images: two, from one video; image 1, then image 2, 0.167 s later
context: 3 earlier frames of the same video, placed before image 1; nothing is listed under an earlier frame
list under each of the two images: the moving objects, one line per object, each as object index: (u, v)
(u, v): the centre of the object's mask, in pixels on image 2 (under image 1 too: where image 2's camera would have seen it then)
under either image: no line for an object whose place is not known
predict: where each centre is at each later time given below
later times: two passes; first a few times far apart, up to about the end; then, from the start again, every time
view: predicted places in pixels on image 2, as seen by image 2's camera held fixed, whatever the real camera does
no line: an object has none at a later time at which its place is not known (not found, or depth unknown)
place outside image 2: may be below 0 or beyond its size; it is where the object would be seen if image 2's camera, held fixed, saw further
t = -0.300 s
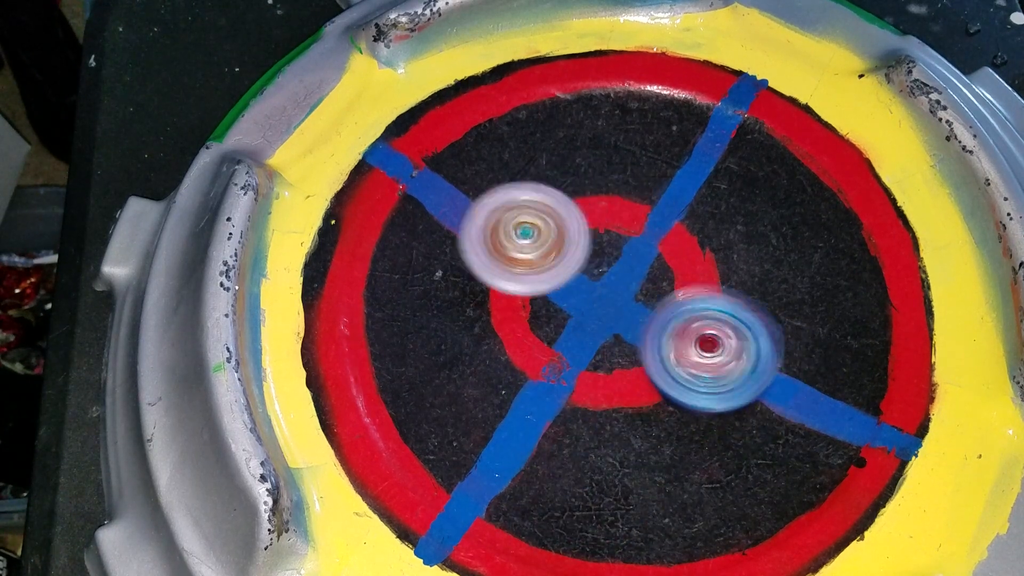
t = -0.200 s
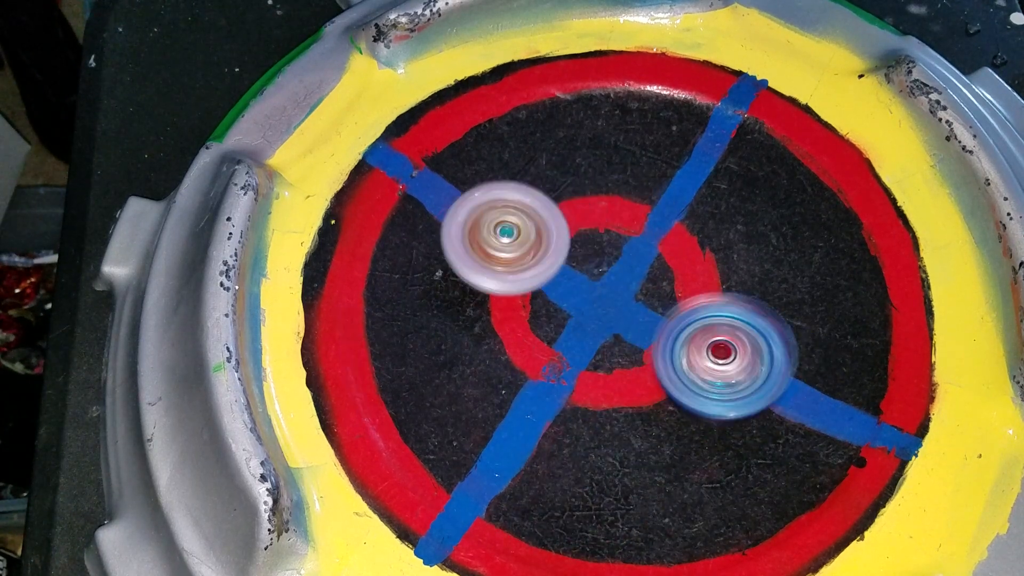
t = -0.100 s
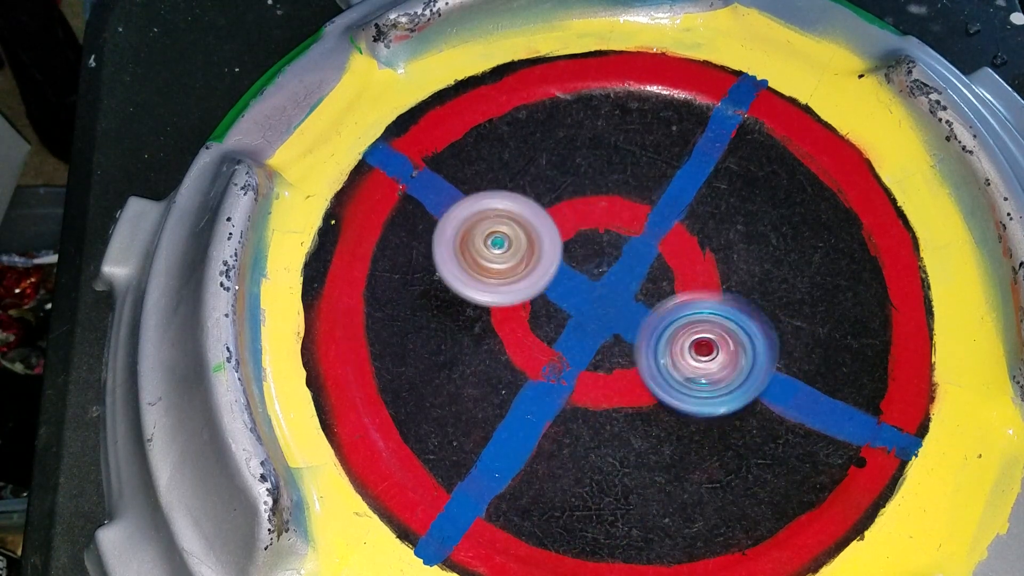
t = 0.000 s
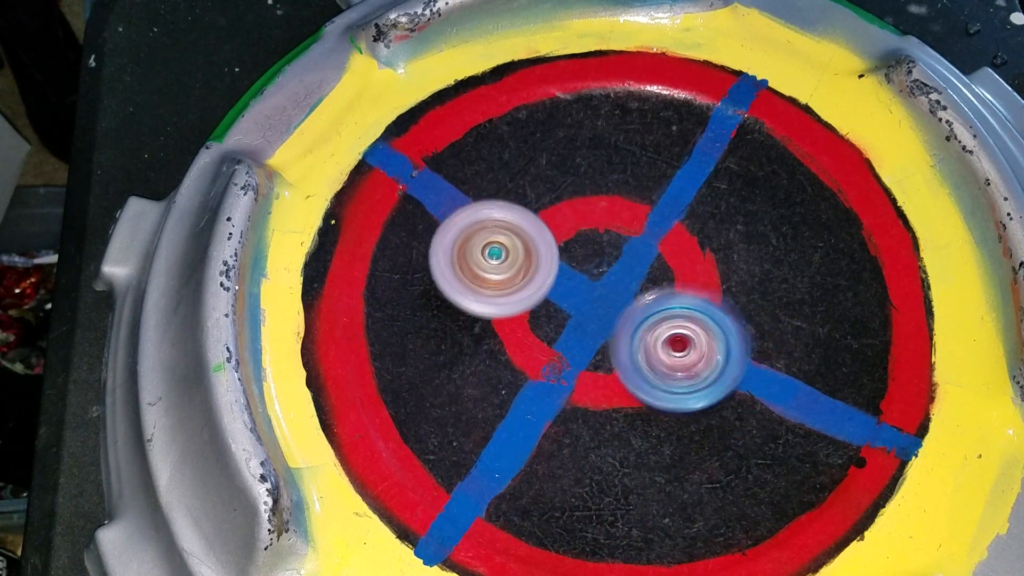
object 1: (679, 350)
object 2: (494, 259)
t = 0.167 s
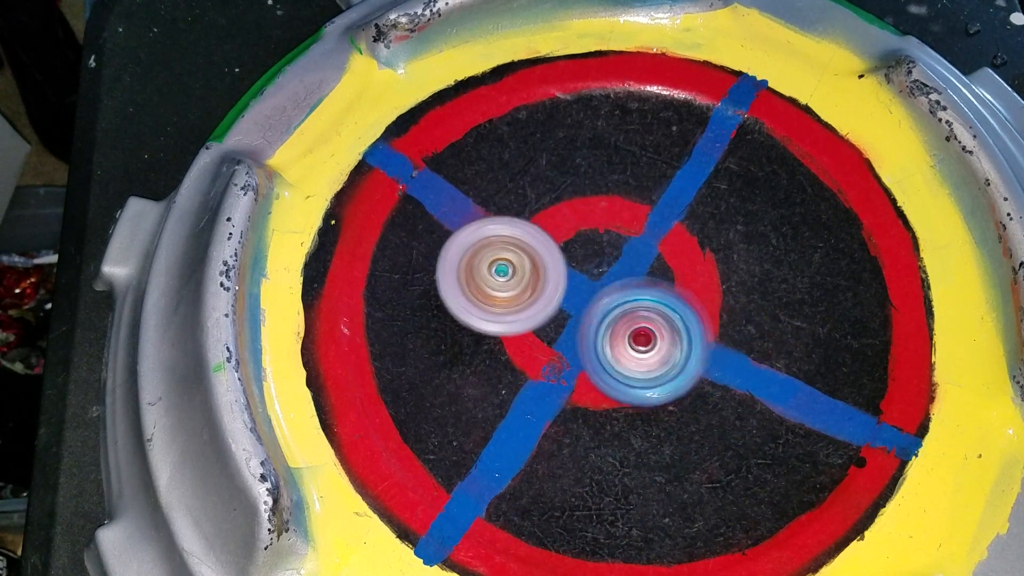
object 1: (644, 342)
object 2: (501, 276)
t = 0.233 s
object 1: (629, 340)
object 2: (507, 285)
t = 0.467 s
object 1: (634, 348)
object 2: (502, 299)
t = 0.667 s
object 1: (640, 361)
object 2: (512, 310)
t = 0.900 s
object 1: (676, 361)
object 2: (529, 316)
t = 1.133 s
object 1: (691, 339)
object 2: (549, 308)
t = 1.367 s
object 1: (719, 317)
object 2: (548, 295)
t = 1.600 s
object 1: (719, 292)
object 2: (534, 288)
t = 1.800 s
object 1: (677, 284)
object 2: (535, 290)
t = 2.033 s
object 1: (656, 278)
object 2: (520, 292)
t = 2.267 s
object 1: (664, 285)
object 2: (510, 289)
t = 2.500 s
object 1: (670, 287)
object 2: (521, 290)
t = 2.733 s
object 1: (678, 279)
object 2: (528, 292)
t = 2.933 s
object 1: (722, 276)
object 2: (509, 308)
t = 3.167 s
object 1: (706, 279)
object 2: (520, 332)
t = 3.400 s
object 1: (659, 283)
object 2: (528, 353)
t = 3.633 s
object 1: (636, 281)
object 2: (539, 372)
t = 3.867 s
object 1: (643, 268)
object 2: (548, 392)
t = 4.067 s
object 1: (622, 268)
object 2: (561, 403)
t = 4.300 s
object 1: (617, 274)
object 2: (586, 398)
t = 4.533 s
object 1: (622, 249)
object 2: (601, 408)
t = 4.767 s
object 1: (614, 258)
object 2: (624, 400)
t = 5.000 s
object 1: (609, 230)
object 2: (641, 413)
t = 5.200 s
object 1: (602, 262)
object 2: (651, 400)
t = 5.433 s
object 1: (582, 282)
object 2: (668, 395)
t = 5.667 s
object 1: (571, 278)
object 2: (678, 381)
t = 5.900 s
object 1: (537, 247)
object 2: (704, 388)
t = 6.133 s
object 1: (549, 258)
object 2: (701, 367)
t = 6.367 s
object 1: (579, 278)
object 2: (703, 357)
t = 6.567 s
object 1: (578, 284)
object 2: (713, 347)
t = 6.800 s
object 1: (529, 293)
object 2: (713, 350)
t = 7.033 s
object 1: (548, 316)
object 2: (686, 341)
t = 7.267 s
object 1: (530, 319)
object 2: (696, 325)
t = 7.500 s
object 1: (551, 294)
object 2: (687, 301)
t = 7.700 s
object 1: (552, 255)
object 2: (688, 289)
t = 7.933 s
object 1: (543, 254)
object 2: (679, 282)
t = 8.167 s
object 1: (490, 298)
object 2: (710, 290)
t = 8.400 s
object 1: (513, 366)
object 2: (692, 290)
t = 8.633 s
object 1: (605, 382)
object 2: (659, 272)
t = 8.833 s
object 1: (631, 355)
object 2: (630, 237)
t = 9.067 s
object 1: (616, 339)
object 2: (630, 216)
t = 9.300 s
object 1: (581, 335)
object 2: (626, 227)
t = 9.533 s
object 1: (563, 373)
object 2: (642, 237)
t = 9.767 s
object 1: (598, 371)
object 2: (606, 252)
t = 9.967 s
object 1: (641, 351)
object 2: (564, 235)
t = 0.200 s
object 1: (637, 342)
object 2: (504, 280)
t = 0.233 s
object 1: (629, 340)
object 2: (507, 285)
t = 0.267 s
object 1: (636, 343)
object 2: (503, 285)
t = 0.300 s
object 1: (640, 342)
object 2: (501, 285)
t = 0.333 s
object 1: (637, 343)
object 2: (500, 288)
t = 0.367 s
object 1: (632, 343)
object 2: (500, 291)
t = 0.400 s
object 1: (627, 343)
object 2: (502, 295)
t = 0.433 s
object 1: (630, 345)
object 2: (502, 297)
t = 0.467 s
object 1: (634, 348)
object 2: (502, 299)
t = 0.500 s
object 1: (636, 352)
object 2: (503, 302)
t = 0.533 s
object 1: (634, 355)
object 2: (506, 302)
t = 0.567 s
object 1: (633, 357)
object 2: (509, 303)
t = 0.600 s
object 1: (636, 359)
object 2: (511, 304)
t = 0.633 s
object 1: (639, 360)
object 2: (511, 306)
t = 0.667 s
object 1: (640, 361)
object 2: (512, 310)
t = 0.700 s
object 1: (642, 360)
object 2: (516, 312)
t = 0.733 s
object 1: (649, 361)
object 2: (517, 315)
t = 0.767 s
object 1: (654, 361)
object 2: (519, 317)
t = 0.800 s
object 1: (660, 361)
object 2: (521, 318)
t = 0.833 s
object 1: (669, 363)
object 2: (520, 316)
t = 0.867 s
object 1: (674, 363)
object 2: (523, 315)
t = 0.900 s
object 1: (676, 361)
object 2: (529, 316)
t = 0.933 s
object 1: (676, 359)
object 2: (534, 317)
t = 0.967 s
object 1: (676, 356)
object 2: (539, 318)
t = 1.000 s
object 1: (684, 353)
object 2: (542, 316)
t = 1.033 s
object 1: (689, 350)
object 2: (544, 313)
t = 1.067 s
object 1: (691, 346)
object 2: (547, 311)
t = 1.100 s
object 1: (692, 342)
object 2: (548, 309)
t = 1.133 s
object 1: (691, 339)
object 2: (549, 308)
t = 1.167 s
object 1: (690, 335)
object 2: (551, 307)
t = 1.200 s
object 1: (695, 332)
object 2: (549, 304)
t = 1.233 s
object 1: (695, 328)
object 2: (551, 303)
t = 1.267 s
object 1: (693, 324)
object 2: (555, 303)
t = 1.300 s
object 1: (705, 319)
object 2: (552, 300)
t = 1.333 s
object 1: (716, 318)
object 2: (548, 298)
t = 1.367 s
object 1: (719, 317)
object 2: (548, 295)
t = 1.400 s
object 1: (718, 315)
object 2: (549, 294)
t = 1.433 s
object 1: (715, 312)
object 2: (553, 293)
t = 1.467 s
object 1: (711, 309)
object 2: (559, 293)
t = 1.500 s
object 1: (706, 305)
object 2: (563, 294)
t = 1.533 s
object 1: (711, 300)
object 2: (554, 292)
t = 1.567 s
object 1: (720, 297)
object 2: (541, 289)
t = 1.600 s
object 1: (719, 292)
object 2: (534, 288)
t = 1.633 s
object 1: (717, 288)
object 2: (533, 286)
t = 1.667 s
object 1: (713, 286)
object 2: (536, 286)
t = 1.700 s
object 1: (707, 285)
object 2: (536, 288)
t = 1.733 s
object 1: (698, 285)
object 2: (533, 290)
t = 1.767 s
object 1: (688, 285)
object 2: (534, 290)
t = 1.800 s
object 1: (677, 284)
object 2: (535, 290)
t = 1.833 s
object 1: (668, 280)
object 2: (532, 291)
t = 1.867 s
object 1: (666, 278)
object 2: (523, 294)
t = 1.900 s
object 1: (661, 280)
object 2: (520, 294)
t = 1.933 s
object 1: (656, 280)
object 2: (521, 293)
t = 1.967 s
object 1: (656, 279)
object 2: (520, 292)
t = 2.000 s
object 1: (656, 278)
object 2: (521, 292)
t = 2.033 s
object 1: (656, 278)
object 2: (520, 292)
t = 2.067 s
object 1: (654, 277)
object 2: (519, 292)
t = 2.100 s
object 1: (651, 278)
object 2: (518, 292)
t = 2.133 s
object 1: (653, 276)
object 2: (513, 293)
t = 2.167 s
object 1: (653, 278)
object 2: (514, 293)
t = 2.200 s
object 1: (652, 281)
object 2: (517, 293)
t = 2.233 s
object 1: (656, 282)
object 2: (515, 291)
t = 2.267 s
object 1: (664, 285)
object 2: (510, 289)
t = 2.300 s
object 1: (670, 286)
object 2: (510, 288)
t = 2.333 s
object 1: (674, 287)
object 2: (511, 290)
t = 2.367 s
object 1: (674, 287)
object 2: (513, 292)
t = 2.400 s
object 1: (673, 286)
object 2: (515, 291)
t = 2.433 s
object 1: (672, 286)
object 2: (518, 290)
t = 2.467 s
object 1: (672, 286)
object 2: (519, 290)
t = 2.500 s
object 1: (670, 287)
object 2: (521, 290)
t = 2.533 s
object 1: (668, 288)
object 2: (524, 290)
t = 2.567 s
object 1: (667, 287)
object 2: (530, 292)
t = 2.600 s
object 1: (669, 284)
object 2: (534, 292)
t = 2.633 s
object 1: (675, 280)
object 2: (532, 292)
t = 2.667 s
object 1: (678, 280)
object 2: (529, 291)
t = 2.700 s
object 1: (678, 279)
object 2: (530, 290)
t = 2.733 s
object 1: (678, 279)
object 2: (528, 292)
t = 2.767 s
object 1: (678, 278)
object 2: (532, 294)
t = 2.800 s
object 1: (677, 280)
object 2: (536, 295)
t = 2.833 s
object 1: (674, 281)
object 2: (539, 298)
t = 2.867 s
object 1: (693, 277)
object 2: (524, 302)
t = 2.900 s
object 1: (712, 275)
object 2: (513, 305)
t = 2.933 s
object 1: (722, 276)
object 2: (509, 308)
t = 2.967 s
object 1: (723, 278)
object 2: (510, 312)
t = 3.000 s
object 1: (724, 276)
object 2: (510, 316)
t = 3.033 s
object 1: (723, 276)
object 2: (511, 319)
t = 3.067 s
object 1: (719, 277)
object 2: (513, 323)
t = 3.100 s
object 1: (714, 278)
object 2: (515, 326)
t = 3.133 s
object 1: (711, 277)
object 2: (518, 330)
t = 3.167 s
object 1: (706, 279)
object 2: (520, 332)
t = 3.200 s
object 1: (698, 282)
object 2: (523, 334)
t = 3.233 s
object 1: (691, 283)
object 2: (525, 337)
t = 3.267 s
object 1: (686, 284)
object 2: (528, 340)
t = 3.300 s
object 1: (676, 289)
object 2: (531, 342)
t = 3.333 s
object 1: (665, 293)
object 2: (536, 344)
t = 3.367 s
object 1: (656, 288)
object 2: (533, 349)
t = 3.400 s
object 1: (659, 283)
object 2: (528, 353)
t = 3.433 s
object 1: (657, 283)
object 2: (528, 355)
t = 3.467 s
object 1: (654, 284)
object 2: (531, 357)
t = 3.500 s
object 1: (650, 285)
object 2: (536, 360)
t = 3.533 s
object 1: (644, 287)
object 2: (539, 363)
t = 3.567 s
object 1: (640, 286)
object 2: (540, 365)
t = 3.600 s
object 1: (637, 284)
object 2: (541, 368)
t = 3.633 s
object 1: (636, 281)
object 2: (539, 372)
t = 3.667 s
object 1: (639, 274)
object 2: (539, 377)
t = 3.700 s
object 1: (641, 270)
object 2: (540, 379)
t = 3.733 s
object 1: (641, 270)
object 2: (541, 382)
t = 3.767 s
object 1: (643, 270)
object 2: (542, 386)
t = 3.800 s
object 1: (646, 268)
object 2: (544, 389)
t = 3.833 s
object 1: (645, 268)
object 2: (546, 391)
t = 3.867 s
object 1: (643, 268)
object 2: (548, 392)
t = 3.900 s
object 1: (642, 268)
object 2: (551, 393)
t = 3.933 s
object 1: (633, 271)
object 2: (556, 393)
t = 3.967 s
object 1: (625, 275)
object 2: (562, 393)
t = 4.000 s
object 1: (625, 278)
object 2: (566, 392)
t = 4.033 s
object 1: (621, 275)
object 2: (565, 397)
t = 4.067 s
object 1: (622, 268)
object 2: (561, 403)
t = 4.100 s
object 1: (623, 263)
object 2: (562, 403)
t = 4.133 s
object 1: (619, 263)
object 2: (565, 403)
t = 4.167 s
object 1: (617, 266)
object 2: (569, 402)
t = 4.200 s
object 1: (620, 266)
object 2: (573, 403)
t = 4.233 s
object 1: (617, 270)
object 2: (579, 401)
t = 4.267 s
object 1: (617, 272)
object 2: (583, 399)
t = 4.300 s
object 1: (617, 274)
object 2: (586, 398)
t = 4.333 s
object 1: (615, 276)
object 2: (589, 399)
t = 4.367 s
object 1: (617, 263)
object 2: (588, 408)
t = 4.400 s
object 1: (622, 252)
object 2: (588, 412)
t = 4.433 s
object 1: (622, 248)
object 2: (589, 412)
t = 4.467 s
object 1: (624, 245)
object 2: (594, 412)
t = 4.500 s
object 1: (623, 247)
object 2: (598, 410)
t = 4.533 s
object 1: (622, 249)
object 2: (601, 408)
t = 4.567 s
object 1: (623, 249)
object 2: (606, 406)
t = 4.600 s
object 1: (622, 253)
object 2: (610, 402)
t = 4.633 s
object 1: (620, 256)
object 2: (613, 399)
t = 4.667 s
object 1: (621, 259)
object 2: (615, 397)
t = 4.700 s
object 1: (619, 262)
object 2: (620, 394)
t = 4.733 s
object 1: (618, 265)
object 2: (623, 390)
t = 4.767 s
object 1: (614, 258)
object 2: (624, 400)
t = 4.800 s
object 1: (615, 243)
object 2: (625, 414)
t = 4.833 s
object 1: (614, 230)
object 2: (626, 419)
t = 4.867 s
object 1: (611, 227)
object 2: (627, 417)
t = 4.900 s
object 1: (610, 227)
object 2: (631, 417)
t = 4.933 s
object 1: (612, 227)
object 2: (636, 415)
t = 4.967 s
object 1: (610, 229)
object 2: (638, 413)
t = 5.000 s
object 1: (609, 230)
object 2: (641, 413)
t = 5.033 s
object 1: (608, 234)
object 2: (644, 411)
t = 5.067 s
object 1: (605, 237)
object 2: (645, 409)
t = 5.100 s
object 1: (607, 242)
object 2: (647, 408)
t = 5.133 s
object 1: (603, 248)
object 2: (648, 407)
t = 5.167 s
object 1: (600, 255)
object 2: (650, 402)
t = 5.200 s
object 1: (602, 262)
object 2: (651, 400)
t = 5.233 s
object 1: (599, 271)
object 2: (653, 396)
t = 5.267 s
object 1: (599, 275)
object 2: (655, 394)
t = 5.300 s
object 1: (596, 277)
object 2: (658, 397)
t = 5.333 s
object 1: (592, 276)
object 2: (661, 399)
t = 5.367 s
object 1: (592, 281)
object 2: (661, 395)
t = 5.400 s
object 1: (589, 283)
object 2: (663, 394)
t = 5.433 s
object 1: (582, 282)
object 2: (668, 395)
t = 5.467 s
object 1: (578, 280)
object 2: (671, 396)
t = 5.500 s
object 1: (576, 276)
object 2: (674, 394)
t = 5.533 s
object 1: (573, 273)
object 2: (677, 391)
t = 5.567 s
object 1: (568, 271)
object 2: (678, 391)
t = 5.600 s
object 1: (566, 272)
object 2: (679, 388)
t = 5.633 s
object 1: (565, 276)
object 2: (679, 383)
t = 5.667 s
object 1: (571, 278)
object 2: (678, 381)
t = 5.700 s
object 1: (573, 281)
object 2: (678, 378)
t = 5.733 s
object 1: (575, 281)
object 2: (677, 373)
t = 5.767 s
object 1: (562, 274)
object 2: (688, 383)
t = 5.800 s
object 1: (546, 258)
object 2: (698, 392)
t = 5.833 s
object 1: (539, 249)
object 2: (701, 393)
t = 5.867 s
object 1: (532, 247)
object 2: (701, 392)
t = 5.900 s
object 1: (537, 247)
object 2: (704, 388)
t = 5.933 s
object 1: (535, 246)
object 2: (704, 385)
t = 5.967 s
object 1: (533, 249)
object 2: (704, 383)
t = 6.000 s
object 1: (536, 253)
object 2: (704, 380)
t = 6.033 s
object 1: (541, 253)
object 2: (702, 377)
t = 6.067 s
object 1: (545, 255)
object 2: (703, 373)
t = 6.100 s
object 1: (546, 255)
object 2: (702, 369)
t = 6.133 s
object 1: (549, 258)
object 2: (701, 367)
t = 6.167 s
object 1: (550, 258)
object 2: (699, 362)
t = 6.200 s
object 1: (555, 261)
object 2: (696, 358)
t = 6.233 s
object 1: (561, 264)
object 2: (695, 354)
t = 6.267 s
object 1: (572, 268)
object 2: (693, 350)
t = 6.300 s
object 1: (580, 274)
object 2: (697, 352)
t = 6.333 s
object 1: (580, 274)
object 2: (704, 356)
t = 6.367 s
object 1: (579, 278)
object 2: (703, 357)
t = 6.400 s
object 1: (583, 281)
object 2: (703, 355)
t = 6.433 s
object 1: (582, 282)
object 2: (705, 352)
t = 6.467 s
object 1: (576, 280)
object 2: (707, 353)
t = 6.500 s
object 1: (575, 283)
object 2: (706, 350)
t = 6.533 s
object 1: (578, 283)
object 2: (705, 346)
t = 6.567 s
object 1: (578, 284)
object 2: (713, 347)
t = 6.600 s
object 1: (568, 284)
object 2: (724, 351)
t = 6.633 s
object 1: (562, 285)
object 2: (723, 355)
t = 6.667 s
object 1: (549, 285)
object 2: (721, 353)
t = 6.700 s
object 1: (545, 286)
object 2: (717, 351)
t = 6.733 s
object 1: (536, 287)
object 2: (718, 350)
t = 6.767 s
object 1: (533, 291)
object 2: (715, 350)
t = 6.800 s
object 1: (529, 293)
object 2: (713, 350)
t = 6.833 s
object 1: (530, 297)
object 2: (710, 350)
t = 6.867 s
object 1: (529, 298)
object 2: (706, 350)
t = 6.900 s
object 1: (530, 300)
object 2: (703, 348)
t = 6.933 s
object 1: (530, 300)
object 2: (698, 347)
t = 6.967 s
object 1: (534, 304)
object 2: (695, 345)
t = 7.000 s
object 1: (539, 309)
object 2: (689, 343)
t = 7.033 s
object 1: (548, 316)
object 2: (686, 341)
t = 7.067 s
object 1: (536, 319)
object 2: (698, 342)
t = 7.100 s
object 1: (526, 321)
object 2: (706, 341)
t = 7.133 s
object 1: (526, 323)
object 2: (706, 341)
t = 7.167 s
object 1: (528, 322)
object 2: (701, 337)
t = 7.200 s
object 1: (531, 320)
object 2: (699, 333)
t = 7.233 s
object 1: (528, 320)
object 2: (697, 328)
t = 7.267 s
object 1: (530, 319)
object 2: (696, 325)
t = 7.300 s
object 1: (530, 317)
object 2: (694, 321)
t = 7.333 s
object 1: (529, 316)
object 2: (692, 317)
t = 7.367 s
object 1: (527, 315)
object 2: (691, 314)
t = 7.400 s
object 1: (532, 314)
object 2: (690, 310)
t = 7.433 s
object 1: (539, 307)
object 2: (690, 306)
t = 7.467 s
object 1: (540, 303)
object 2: (688, 304)
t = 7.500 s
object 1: (551, 294)
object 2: (687, 301)
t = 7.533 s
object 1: (555, 287)
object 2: (687, 297)
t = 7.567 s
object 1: (555, 278)
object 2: (692, 298)
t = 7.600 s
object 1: (552, 270)
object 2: (694, 297)
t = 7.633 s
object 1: (554, 264)
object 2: (692, 296)
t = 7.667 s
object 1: (554, 257)
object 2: (691, 292)
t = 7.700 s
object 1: (552, 255)
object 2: (688, 289)
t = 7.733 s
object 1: (553, 254)
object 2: (687, 287)
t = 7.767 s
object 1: (554, 252)
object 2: (685, 285)
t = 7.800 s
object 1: (554, 250)
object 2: (684, 283)
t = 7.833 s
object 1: (549, 249)
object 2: (683, 283)
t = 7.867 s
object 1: (547, 254)
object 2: (683, 283)
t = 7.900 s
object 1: (546, 253)
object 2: (680, 282)
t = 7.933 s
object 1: (543, 254)
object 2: (679, 282)
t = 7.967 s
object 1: (541, 257)
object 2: (676, 281)
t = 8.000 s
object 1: (538, 261)
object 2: (673, 281)
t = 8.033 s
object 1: (534, 265)
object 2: (685, 283)
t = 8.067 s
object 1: (512, 270)
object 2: (704, 283)
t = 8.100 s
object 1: (503, 281)
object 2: (713, 287)
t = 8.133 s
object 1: (498, 289)
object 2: (713, 290)
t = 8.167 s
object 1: (490, 298)
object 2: (710, 290)
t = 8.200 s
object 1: (483, 310)
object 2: (707, 289)
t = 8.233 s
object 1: (486, 319)
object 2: (706, 288)
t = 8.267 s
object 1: (484, 328)
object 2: (704, 290)
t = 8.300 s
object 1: (488, 339)
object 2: (701, 290)
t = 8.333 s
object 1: (495, 349)
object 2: (698, 290)
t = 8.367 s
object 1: (501, 358)
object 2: (695, 289)
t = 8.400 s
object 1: (513, 366)
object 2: (692, 290)
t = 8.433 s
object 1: (524, 373)
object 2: (689, 288)
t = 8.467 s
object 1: (539, 379)
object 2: (685, 289)
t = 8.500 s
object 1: (553, 379)
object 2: (680, 288)
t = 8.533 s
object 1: (568, 381)
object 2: (674, 286)
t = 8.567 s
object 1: (581, 380)
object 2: (669, 284)
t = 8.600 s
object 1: (595, 376)
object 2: (661, 281)
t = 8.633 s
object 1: (605, 382)
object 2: (659, 272)
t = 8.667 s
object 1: (610, 382)
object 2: (653, 266)
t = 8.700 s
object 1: (613, 379)
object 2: (646, 259)
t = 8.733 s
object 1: (617, 376)
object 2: (640, 252)
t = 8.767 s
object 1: (628, 369)
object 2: (636, 247)
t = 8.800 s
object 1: (633, 361)
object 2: (632, 242)
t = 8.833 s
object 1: (631, 355)
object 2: (630, 237)
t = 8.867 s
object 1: (634, 351)
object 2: (627, 233)
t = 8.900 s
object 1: (632, 348)
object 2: (628, 231)
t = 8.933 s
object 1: (630, 347)
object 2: (625, 229)
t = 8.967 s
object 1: (629, 343)
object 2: (625, 226)
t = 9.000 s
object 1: (625, 344)
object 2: (626, 221)
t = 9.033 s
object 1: (623, 345)
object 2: (629, 218)
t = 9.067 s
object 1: (616, 339)
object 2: (630, 216)
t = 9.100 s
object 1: (612, 336)
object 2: (630, 213)
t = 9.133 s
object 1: (599, 333)
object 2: (631, 214)
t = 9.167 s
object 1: (591, 335)
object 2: (631, 216)
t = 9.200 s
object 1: (589, 335)
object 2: (627, 219)
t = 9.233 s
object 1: (585, 332)
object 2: (626, 220)
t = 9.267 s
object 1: (580, 333)
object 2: (627, 224)
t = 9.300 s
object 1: (581, 335)
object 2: (626, 227)
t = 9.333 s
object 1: (582, 338)
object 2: (628, 229)
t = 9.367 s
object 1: (580, 339)
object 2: (630, 234)
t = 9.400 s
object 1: (577, 345)
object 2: (635, 233)
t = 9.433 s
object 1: (568, 355)
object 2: (642, 229)
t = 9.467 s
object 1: (567, 363)
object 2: (648, 228)
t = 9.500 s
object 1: (564, 368)
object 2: (649, 233)
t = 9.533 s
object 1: (563, 373)
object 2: (642, 237)
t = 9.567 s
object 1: (567, 375)
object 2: (637, 238)
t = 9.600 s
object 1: (571, 377)
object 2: (633, 239)
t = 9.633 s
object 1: (575, 379)
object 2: (632, 242)
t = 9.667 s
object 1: (580, 378)
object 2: (628, 246)
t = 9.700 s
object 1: (586, 377)
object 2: (619, 249)
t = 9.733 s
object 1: (594, 375)
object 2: (612, 250)
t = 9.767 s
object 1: (598, 371)
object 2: (606, 252)
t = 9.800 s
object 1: (607, 368)
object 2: (599, 255)
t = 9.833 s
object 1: (614, 362)
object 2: (592, 255)
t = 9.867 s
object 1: (620, 359)
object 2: (582, 253)
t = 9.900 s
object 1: (632, 361)
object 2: (575, 243)
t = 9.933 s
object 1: (640, 356)
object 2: (568, 239)
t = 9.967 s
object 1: (641, 351)
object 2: (564, 235)
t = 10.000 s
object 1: (642, 349)
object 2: (564, 233)
